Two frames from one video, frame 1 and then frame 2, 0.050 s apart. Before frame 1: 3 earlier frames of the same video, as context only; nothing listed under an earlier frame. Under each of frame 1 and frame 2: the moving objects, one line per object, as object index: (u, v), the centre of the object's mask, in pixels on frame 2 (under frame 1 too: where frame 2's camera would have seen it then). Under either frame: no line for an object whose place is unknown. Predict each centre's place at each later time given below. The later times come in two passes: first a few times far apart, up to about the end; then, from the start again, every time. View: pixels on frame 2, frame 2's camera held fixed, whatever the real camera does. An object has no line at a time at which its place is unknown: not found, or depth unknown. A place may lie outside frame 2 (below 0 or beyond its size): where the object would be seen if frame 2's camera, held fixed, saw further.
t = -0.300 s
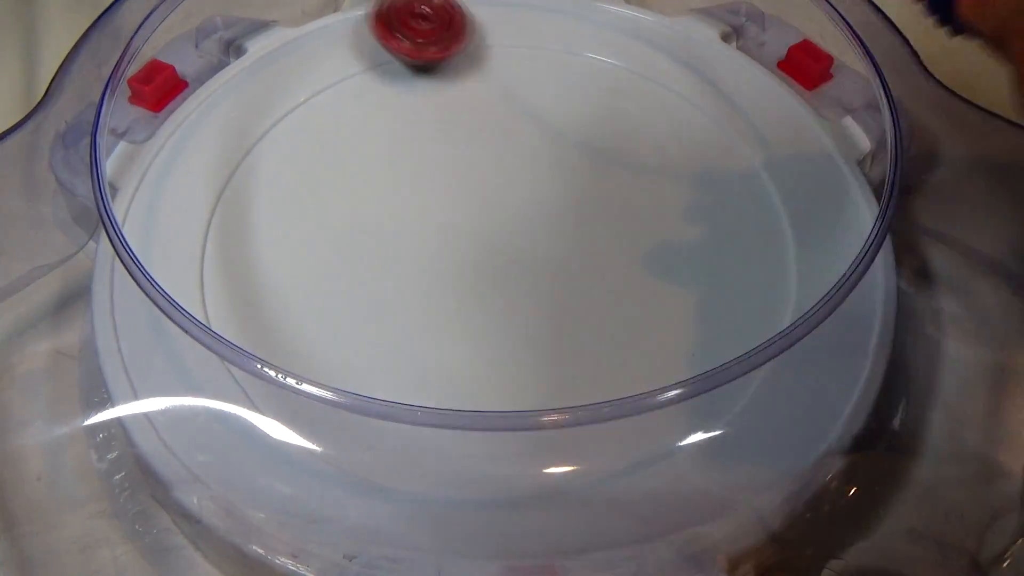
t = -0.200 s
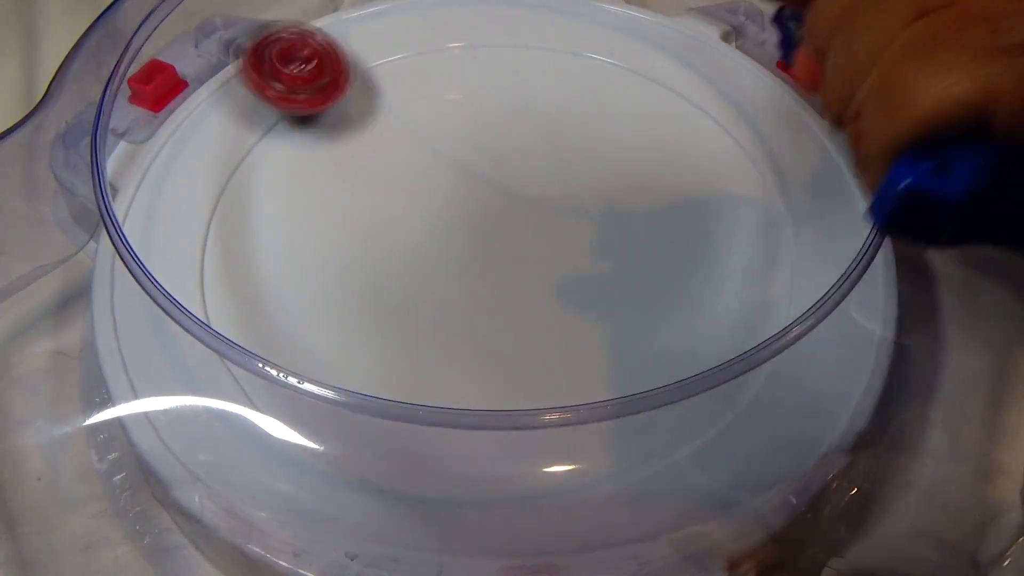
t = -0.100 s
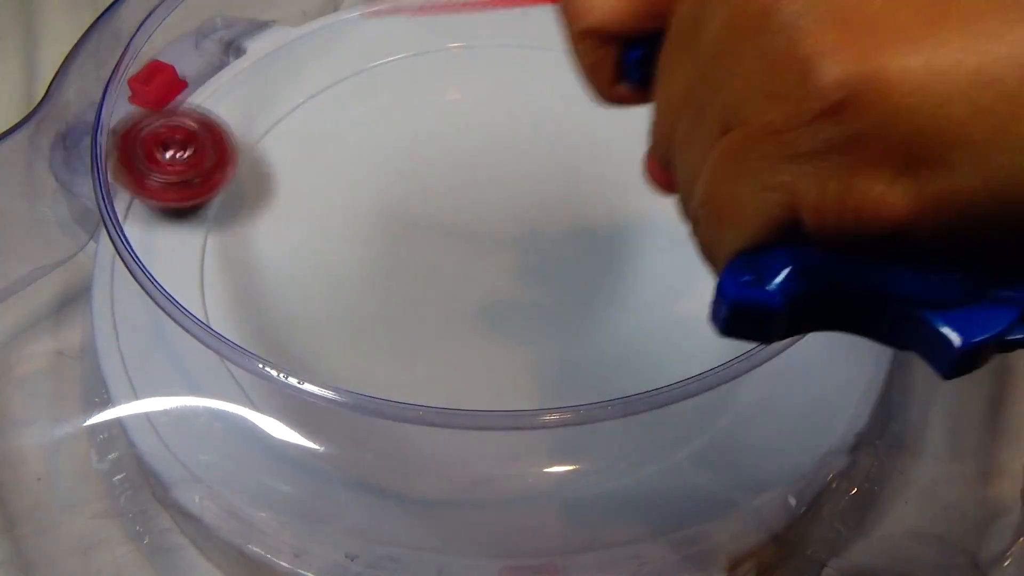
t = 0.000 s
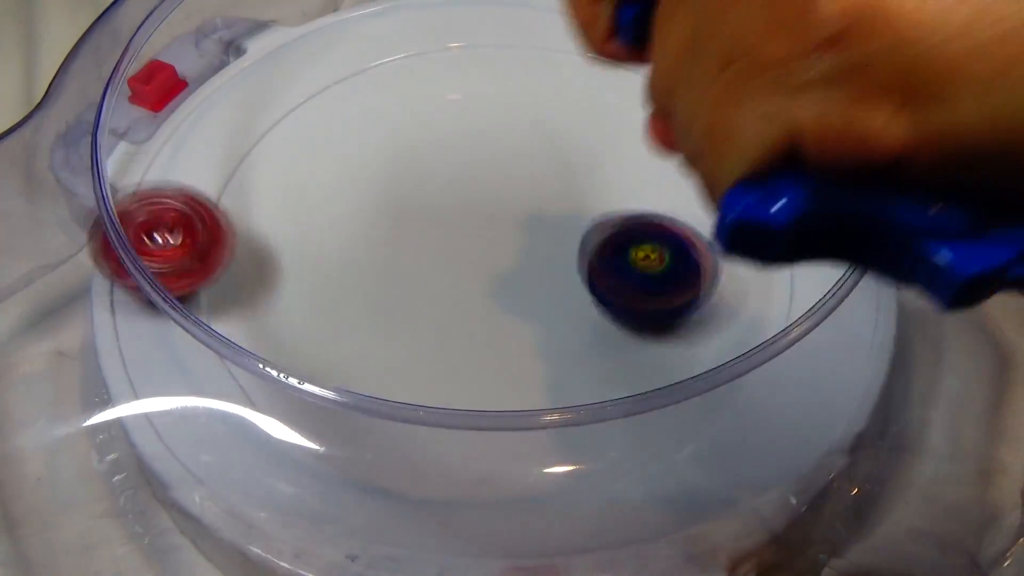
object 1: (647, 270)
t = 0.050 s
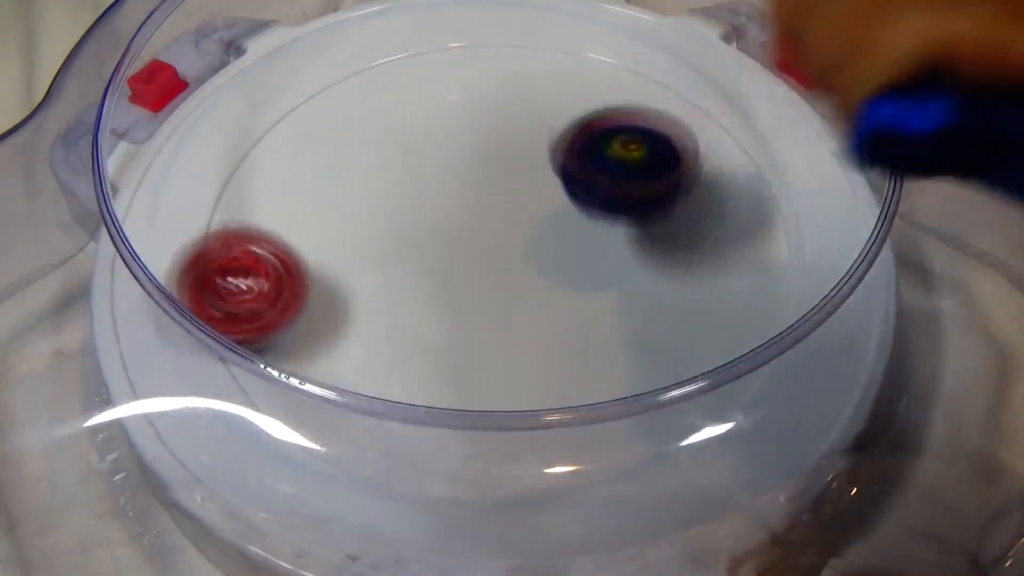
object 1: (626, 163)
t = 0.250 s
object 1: (493, 87)
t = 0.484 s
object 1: (412, 96)
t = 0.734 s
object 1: (334, 179)
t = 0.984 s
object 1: (430, 320)
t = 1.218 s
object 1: (622, 294)
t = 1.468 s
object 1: (643, 166)
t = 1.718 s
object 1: (610, 149)
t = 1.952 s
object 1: (512, 232)
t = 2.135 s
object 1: (526, 321)
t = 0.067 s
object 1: (614, 130)
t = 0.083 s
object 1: (602, 106)
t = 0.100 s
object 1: (591, 84)
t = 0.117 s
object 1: (580, 68)
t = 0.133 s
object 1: (566, 59)
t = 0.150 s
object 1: (553, 57)
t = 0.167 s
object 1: (540, 59)
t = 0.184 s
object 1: (529, 68)
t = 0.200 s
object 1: (520, 80)
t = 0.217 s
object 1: (510, 98)
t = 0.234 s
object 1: (501, 104)
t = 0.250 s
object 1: (493, 87)
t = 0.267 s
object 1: (485, 76)
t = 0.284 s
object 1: (477, 69)
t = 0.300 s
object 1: (469, 68)
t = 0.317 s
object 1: (461, 71)
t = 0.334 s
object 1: (454, 79)
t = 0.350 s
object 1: (448, 80)
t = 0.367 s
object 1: (444, 75)
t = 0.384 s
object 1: (440, 76)
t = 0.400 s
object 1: (436, 82)
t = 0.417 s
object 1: (432, 82)
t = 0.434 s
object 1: (427, 84)
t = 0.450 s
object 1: (422, 88)
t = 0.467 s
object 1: (417, 92)
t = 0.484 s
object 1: (412, 96)
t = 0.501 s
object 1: (406, 100)
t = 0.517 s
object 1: (400, 104)
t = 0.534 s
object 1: (395, 109)
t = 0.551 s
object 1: (389, 114)
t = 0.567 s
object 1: (383, 120)
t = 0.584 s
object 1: (378, 126)
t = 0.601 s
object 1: (373, 131)
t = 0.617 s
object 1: (368, 137)
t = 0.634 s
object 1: (362, 143)
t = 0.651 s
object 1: (358, 149)
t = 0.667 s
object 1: (353, 154)
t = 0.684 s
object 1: (347, 159)
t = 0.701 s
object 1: (342, 165)
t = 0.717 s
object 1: (338, 171)
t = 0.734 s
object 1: (334, 179)
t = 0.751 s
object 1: (330, 187)
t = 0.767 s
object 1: (330, 195)
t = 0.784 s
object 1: (331, 204)
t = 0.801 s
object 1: (334, 213)
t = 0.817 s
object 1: (338, 222)
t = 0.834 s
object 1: (345, 231)
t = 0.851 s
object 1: (354, 241)
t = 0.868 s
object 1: (363, 248)
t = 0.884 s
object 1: (369, 260)
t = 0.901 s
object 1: (376, 273)
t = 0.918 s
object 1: (384, 284)
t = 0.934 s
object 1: (393, 296)
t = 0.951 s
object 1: (405, 305)
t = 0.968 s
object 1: (417, 312)
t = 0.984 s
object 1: (430, 320)
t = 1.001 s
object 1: (445, 325)
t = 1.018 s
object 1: (461, 328)
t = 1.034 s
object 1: (474, 331)
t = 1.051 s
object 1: (491, 333)
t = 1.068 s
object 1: (507, 333)
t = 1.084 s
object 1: (520, 332)
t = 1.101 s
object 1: (536, 330)
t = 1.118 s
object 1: (550, 327)
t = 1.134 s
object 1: (563, 324)
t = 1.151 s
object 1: (578, 319)
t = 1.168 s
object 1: (589, 314)
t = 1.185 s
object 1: (602, 308)
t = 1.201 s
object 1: (612, 300)
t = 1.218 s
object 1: (622, 294)
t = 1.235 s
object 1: (631, 285)
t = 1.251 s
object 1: (638, 277)
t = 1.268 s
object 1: (645, 269)
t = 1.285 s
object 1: (651, 260)
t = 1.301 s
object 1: (655, 251)
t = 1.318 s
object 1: (658, 241)
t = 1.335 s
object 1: (660, 232)
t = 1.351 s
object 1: (661, 223)
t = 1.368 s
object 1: (661, 213)
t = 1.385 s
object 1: (659, 204)
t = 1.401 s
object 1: (656, 195)
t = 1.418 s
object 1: (653, 186)
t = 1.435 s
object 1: (648, 178)
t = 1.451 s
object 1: (643, 170)
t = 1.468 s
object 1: (643, 166)
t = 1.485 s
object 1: (649, 166)
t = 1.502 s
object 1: (654, 166)
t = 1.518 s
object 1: (657, 166)
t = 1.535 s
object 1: (658, 165)
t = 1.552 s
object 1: (659, 164)
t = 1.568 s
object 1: (658, 163)
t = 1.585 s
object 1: (657, 161)
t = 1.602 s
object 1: (654, 158)
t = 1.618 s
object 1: (651, 156)
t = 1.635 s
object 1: (646, 153)
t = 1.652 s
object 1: (641, 151)
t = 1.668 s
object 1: (634, 149)
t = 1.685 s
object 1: (627, 148)
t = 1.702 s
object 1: (620, 147)
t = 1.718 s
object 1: (610, 149)
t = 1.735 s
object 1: (604, 149)
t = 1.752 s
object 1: (593, 152)
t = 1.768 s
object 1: (585, 155)
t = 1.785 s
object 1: (575, 159)
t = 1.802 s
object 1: (566, 165)
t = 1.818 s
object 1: (558, 170)
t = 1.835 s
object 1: (548, 176)
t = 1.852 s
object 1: (543, 183)
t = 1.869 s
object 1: (535, 191)
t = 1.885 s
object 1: (530, 199)
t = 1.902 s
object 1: (525, 207)
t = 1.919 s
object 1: (520, 215)
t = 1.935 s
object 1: (517, 223)
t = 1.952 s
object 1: (512, 232)
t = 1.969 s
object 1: (511, 240)
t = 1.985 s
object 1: (508, 249)
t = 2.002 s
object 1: (507, 258)
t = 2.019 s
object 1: (507, 266)
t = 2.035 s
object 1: (507, 275)
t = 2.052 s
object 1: (509, 283)
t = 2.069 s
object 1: (510, 292)
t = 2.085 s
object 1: (514, 299)
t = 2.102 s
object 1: (517, 306)
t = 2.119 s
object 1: (522, 314)
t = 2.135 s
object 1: (526, 321)
